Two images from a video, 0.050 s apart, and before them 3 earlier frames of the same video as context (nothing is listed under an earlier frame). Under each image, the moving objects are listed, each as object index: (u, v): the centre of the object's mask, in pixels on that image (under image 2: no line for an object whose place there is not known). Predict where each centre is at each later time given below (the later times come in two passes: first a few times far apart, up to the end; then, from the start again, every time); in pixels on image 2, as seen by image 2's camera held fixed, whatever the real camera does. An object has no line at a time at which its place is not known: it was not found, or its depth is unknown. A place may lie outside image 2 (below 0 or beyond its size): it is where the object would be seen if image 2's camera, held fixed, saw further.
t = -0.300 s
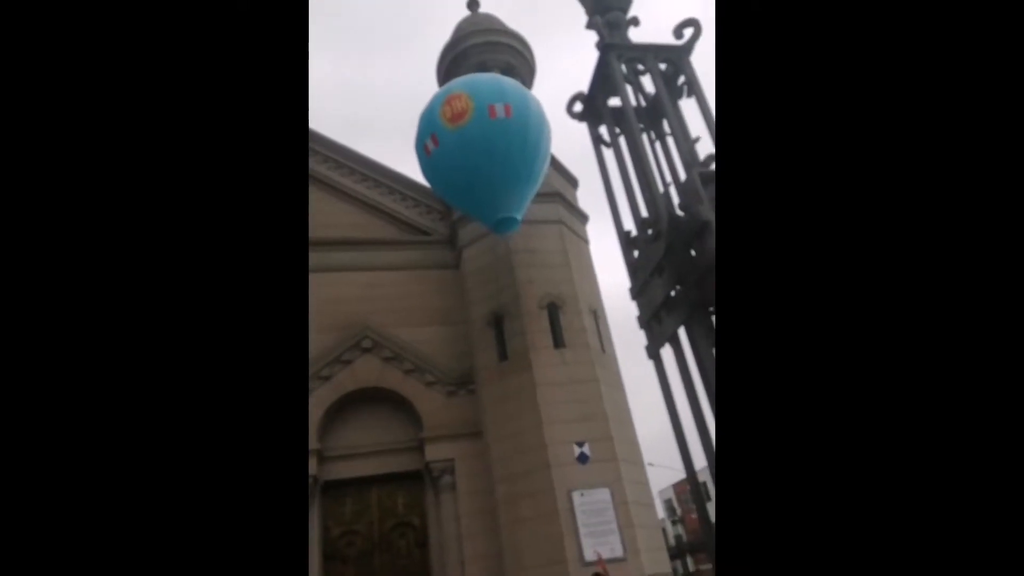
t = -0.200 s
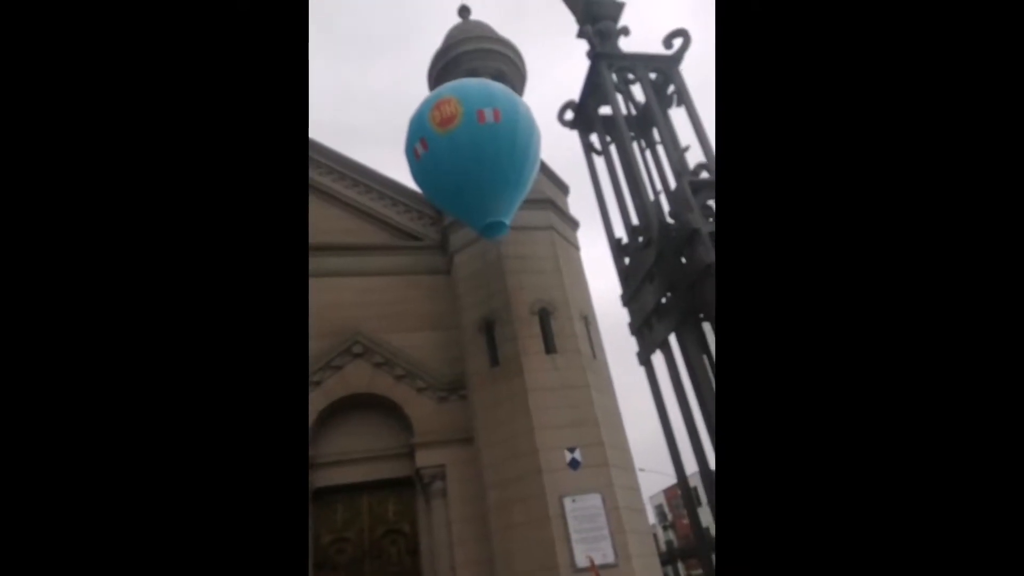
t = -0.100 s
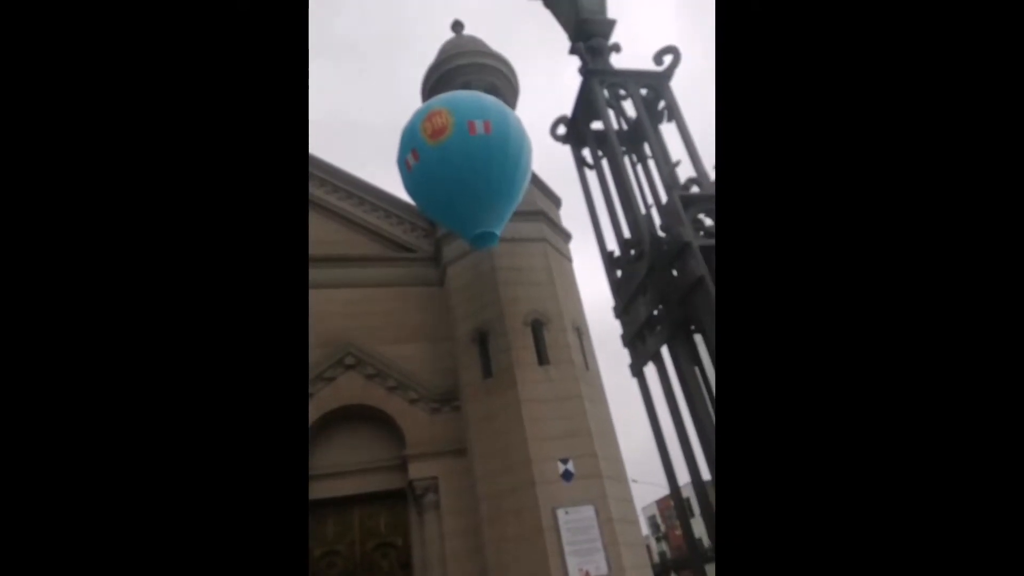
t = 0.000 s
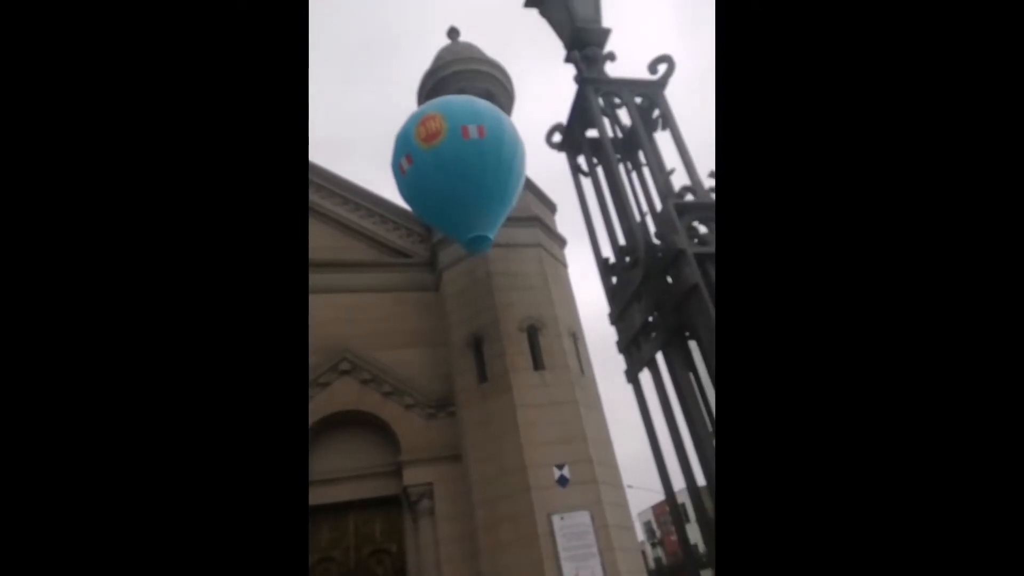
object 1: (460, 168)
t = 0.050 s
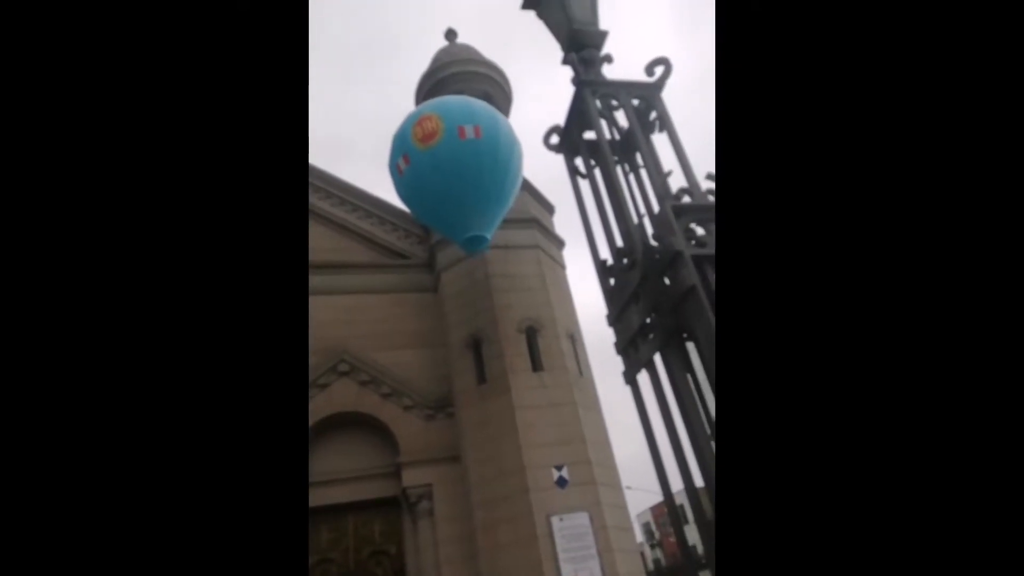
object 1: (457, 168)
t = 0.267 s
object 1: (455, 162)
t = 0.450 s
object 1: (452, 156)
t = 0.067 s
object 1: (457, 168)
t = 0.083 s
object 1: (457, 168)
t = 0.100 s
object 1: (457, 167)
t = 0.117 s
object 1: (457, 167)
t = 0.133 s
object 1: (456, 166)
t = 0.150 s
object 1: (456, 166)
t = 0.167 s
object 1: (456, 166)
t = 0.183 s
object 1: (456, 165)
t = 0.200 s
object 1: (456, 164)
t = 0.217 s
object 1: (455, 164)
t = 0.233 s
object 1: (455, 163)
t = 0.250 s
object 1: (455, 162)
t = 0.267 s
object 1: (455, 162)
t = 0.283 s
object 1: (454, 161)
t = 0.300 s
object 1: (454, 160)
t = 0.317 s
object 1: (454, 160)
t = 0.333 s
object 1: (454, 159)
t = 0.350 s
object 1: (453, 158)
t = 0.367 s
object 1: (453, 158)
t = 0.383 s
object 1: (453, 157)
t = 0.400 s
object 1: (453, 156)
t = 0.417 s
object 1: (453, 157)
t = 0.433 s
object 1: (453, 156)
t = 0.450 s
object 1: (452, 156)
